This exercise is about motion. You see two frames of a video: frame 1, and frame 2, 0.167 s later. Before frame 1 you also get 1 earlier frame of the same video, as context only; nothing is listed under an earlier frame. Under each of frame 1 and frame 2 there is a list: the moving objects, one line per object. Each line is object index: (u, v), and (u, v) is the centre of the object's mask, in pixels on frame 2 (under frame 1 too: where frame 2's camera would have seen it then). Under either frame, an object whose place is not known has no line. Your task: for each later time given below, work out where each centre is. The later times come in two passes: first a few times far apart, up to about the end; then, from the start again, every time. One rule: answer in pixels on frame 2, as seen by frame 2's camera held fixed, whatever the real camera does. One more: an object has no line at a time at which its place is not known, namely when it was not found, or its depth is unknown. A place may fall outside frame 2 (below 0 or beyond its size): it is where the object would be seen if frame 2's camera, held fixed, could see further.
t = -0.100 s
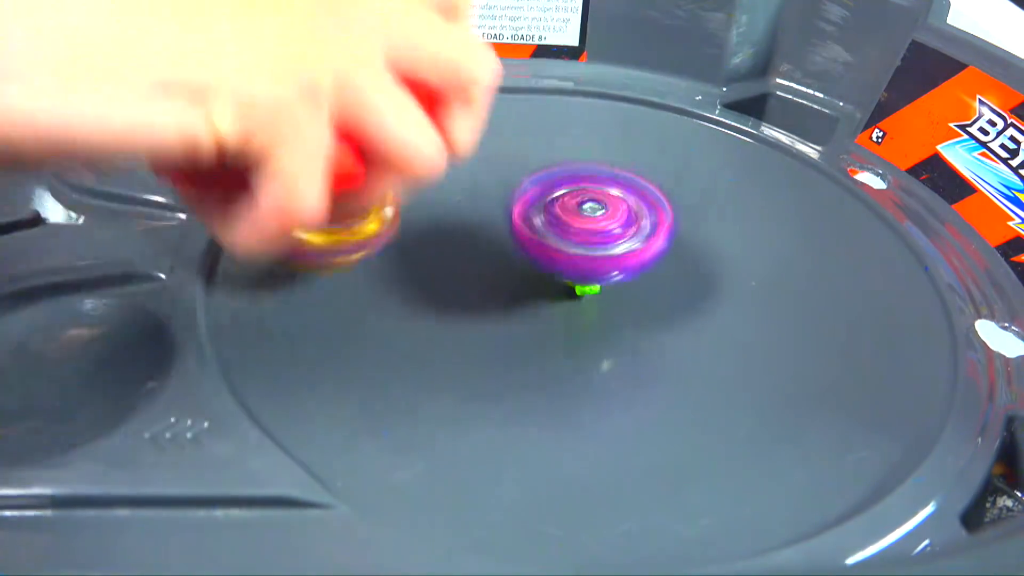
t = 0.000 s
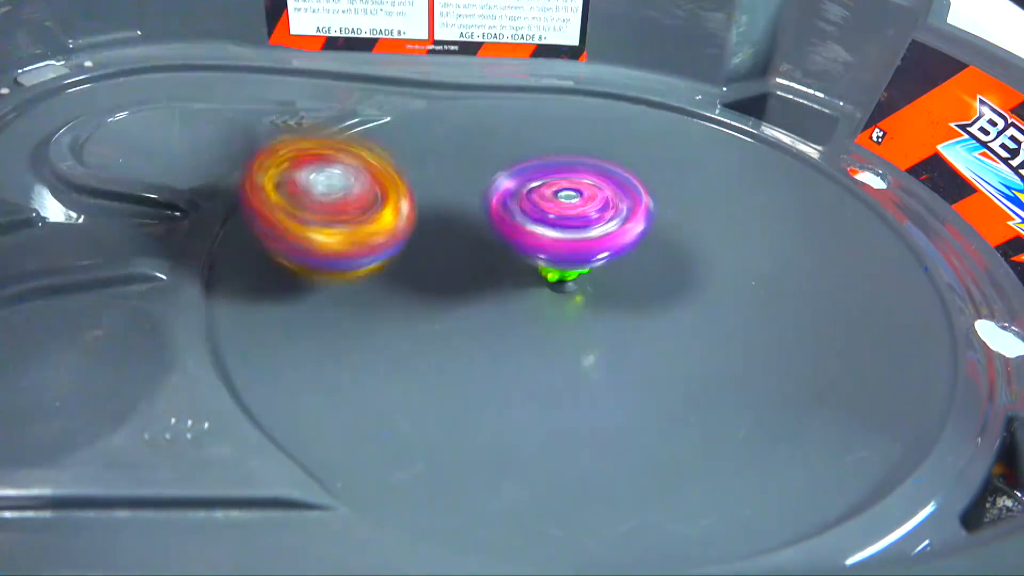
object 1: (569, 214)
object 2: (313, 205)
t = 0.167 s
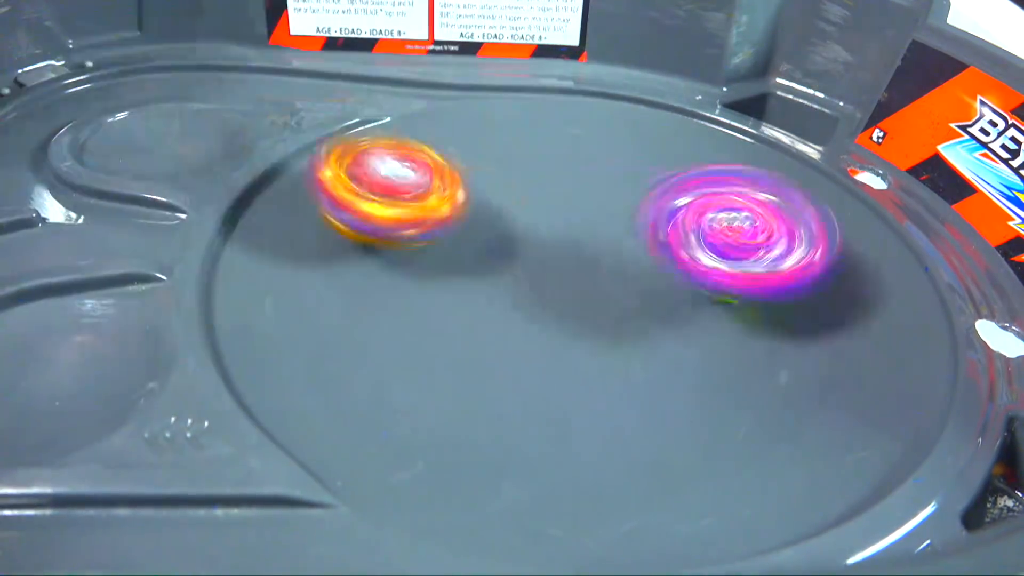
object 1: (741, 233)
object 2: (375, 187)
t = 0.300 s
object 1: (967, 165)
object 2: (489, 158)
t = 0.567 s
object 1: (918, 223)
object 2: (755, 198)
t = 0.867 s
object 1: (770, 255)
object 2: (373, 49)
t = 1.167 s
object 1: (775, 263)
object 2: (148, 43)
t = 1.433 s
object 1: (781, 266)
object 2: (90, 56)
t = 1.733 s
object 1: (800, 277)
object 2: (212, 45)
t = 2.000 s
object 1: (808, 291)
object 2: (355, 59)
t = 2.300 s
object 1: (778, 299)
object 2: (719, 175)
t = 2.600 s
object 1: (641, 254)
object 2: (876, 272)
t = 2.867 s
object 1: (643, 197)
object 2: (647, 309)
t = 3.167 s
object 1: (649, 206)
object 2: (404, 226)
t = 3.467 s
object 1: (654, 206)
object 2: (481, 187)
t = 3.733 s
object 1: (665, 225)
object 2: (488, 214)
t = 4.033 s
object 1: (688, 229)
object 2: (353, 214)
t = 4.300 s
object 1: (668, 231)
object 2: (400, 214)
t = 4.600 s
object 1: (721, 276)
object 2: (509, 137)
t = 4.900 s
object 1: (807, 299)
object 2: (470, 130)
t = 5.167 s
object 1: (761, 298)
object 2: (575, 338)
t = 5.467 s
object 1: (731, 235)
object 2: (710, 412)
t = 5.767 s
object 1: (678, 223)
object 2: (529, 295)
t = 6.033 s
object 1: (653, 213)
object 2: (393, 237)
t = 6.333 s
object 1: (637, 220)
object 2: (487, 240)
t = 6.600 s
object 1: (662, 242)
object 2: (379, 153)
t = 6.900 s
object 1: (669, 244)
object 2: (490, 217)
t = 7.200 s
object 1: (673, 243)
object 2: (528, 206)
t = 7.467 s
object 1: (660, 260)
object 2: (517, 192)
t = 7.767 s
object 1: (622, 271)
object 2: (571, 196)
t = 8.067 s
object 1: (620, 272)
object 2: (535, 191)
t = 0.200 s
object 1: (852, 224)
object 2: (322, 148)
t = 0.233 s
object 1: (936, 200)
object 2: (299, 120)
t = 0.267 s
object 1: (957, 170)
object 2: (389, 117)
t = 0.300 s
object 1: (967, 165)
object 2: (489, 158)
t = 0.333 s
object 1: (954, 192)
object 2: (582, 213)
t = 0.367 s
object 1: (945, 182)
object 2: (680, 200)
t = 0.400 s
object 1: (939, 170)
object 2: (780, 218)
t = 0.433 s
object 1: (949, 172)
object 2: (843, 240)
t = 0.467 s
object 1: (955, 151)
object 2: (847, 239)
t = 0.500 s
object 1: (938, 149)
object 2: (843, 233)
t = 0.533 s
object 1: (926, 174)
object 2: (808, 220)
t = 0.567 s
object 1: (918, 223)
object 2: (755, 198)
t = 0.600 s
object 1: (895, 255)
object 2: (706, 167)
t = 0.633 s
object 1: (852, 252)
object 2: (647, 151)
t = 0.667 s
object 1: (798, 277)
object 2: (607, 121)
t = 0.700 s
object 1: (775, 265)
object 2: (561, 95)
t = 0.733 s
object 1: (760, 261)
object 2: (516, 92)
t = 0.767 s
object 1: (766, 253)
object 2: (481, 68)
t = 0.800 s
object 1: (772, 255)
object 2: (443, 57)
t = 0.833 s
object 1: (775, 256)
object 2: (407, 50)
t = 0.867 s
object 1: (770, 255)
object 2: (373, 49)
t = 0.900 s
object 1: (768, 259)
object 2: (338, 60)
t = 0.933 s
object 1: (770, 259)
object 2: (310, 49)
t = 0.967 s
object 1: (769, 260)
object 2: (282, 48)
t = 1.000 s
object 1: (770, 260)
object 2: (259, 47)
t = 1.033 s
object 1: (771, 260)
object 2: (235, 47)
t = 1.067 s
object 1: (772, 261)
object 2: (209, 49)
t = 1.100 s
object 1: (773, 261)
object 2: (187, 49)
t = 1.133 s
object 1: (775, 262)
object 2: (166, 46)
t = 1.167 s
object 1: (775, 263)
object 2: (148, 43)
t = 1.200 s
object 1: (774, 263)
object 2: (131, 41)
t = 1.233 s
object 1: (775, 265)
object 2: (118, 45)
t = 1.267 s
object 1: (776, 264)
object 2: (111, 55)
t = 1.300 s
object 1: (777, 265)
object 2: (101, 54)
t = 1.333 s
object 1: (779, 266)
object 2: (86, 52)
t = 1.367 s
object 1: (779, 265)
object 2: (80, 51)
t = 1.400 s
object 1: (779, 266)
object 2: (81, 53)
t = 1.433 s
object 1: (781, 266)
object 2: (90, 56)
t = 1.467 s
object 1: (782, 266)
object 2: (104, 56)
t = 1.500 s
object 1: (785, 268)
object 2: (111, 49)
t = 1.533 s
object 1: (787, 268)
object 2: (121, 44)
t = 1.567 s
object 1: (789, 269)
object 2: (136, 42)
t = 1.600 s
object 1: (791, 271)
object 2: (152, 40)
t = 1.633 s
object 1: (793, 272)
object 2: (169, 41)
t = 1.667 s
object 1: (796, 273)
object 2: (185, 44)
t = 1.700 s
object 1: (799, 277)
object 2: (184, 49)
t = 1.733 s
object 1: (800, 277)
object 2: (212, 45)
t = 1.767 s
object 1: (802, 278)
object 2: (218, 45)
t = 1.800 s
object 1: (804, 279)
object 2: (231, 41)
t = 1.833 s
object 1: (806, 281)
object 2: (244, 46)
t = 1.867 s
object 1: (806, 283)
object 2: (258, 49)
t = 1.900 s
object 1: (807, 286)
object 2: (277, 56)
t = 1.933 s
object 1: (807, 287)
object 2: (299, 54)
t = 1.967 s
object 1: (808, 289)
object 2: (325, 56)
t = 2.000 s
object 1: (808, 291)
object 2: (355, 59)
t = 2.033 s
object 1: (806, 291)
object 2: (386, 62)
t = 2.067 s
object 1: (805, 293)
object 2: (420, 69)
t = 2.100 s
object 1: (803, 295)
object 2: (459, 83)
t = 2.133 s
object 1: (800, 296)
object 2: (500, 98)
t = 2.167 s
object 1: (796, 296)
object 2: (543, 115)
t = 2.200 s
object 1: (792, 297)
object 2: (589, 133)
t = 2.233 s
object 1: (787, 298)
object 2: (633, 148)
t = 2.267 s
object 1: (782, 298)
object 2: (677, 164)
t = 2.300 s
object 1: (778, 299)
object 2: (719, 175)
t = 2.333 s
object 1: (771, 300)
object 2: (760, 180)
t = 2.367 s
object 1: (763, 301)
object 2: (806, 198)
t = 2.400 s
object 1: (744, 297)
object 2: (850, 221)
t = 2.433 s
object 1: (720, 293)
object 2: (896, 233)
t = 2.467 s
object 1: (699, 285)
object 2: (918, 245)
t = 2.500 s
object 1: (681, 275)
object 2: (931, 258)
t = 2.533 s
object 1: (665, 271)
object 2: (921, 263)
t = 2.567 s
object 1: (653, 264)
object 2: (902, 277)
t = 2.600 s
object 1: (641, 254)
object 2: (876, 272)
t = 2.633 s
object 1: (635, 246)
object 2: (840, 287)
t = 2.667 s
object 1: (634, 238)
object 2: (799, 293)
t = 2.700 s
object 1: (623, 228)
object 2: (775, 298)
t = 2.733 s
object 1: (607, 217)
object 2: (772, 300)
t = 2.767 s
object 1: (607, 208)
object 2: (744, 315)
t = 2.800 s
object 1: (619, 203)
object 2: (702, 320)
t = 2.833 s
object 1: (633, 201)
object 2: (680, 331)
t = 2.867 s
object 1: (643, 197)
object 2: (647, 309)
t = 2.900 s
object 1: (647, 192)
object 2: (608, 301)
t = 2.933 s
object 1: (645, 202)
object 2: (564, 316)
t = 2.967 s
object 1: (645, 205)
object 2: (523, 302)
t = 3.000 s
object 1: (647, 204)
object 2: (501, 287)
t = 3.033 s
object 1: (647, 205)
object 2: (472, 282)
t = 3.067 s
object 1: (647, 206)
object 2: (452, 260)
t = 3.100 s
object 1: (647, 206)
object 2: (428, 264)
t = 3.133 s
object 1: (648, 206)
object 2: (415, 241)
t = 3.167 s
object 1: (649, 206)
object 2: (404, 226)
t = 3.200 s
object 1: (650, 206)
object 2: (397, 230)
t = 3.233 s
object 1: (650, 205)
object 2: (398, 213)
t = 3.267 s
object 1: (649, 206)
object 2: (392, 218)
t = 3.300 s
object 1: (649, 205)
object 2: (408, 204)
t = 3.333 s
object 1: (650, 205)
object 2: (416, 203)
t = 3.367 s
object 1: (652, 207)
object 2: (428, 194)
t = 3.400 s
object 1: (652, 206)
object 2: (444, 192)
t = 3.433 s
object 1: (653, 206)
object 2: (459, 199)
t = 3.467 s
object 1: (654, 206)
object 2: (481, 187)
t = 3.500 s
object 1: (656, 206)
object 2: (482, 200)
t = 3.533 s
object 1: (673, 202)
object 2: (497, 191)
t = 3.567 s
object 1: (684, 210)
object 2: (489, 191)
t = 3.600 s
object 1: (682, 217)
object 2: (491, 195)
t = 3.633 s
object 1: (673, 219)
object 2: (483, 201)
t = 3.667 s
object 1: (669, 221)
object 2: (486, 204)
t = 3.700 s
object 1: (666, 223)
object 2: (476, 199)
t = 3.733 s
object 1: (665, 225)
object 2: (488, 214)
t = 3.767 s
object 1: (663, 225)
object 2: (479, 216)
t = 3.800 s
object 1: (666, 227)
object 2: (495, 223)
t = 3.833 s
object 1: (695, 228)
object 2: (465, 223)
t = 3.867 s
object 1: (703, 228)
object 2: (442, 218)
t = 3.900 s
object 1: (702, 230)
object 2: (410, 220)
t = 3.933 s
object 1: (699, 230)
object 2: (400, 217)
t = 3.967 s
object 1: (696, 231)
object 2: (384, 217)
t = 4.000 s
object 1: (692, 231)
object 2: (368, 218)
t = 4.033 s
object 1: (688, 229)
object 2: (353, 214)
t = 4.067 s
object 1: (685, 229)
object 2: (348, 217)
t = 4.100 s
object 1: (680, 229)
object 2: (345, 216)
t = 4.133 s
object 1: (676, 230)
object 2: (360, 218)
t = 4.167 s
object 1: (674, 230)
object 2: (363, 223)
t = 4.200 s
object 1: (671, 230)
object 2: (356, 217)
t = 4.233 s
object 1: (670, 230)
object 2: (376, 219)
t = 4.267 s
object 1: (669, 231)
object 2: (386, 219)
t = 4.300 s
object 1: (668, 231)
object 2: (400, 214)
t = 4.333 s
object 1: (668, 233)
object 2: (413, 213)
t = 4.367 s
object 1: (666, 234)
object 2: (429, 211)
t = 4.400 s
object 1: (666, 234)
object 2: (446, 204)
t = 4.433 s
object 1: (663, 236)
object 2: (462, 200)
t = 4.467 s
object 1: (662, 237)
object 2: (478, 197)
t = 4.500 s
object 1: (662, 237)
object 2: (497, 188)
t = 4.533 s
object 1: (660, 238)
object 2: (504, 183)
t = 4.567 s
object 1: (673, 249)
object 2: (512, 169)
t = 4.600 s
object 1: (721, 276)
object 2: (509, 137)
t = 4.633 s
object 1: (758, 295)
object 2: (502, 107)
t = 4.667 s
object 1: (788, 301)
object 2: (496, 79)
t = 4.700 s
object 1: (800, 307)
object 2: (491, 61)
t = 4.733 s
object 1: (795, 307)
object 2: (484, 47)
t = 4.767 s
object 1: (784, 304)
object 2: (472, 52)
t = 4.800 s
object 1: (781, 301)
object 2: (473, 70)
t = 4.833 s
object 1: (791, 297)
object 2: (471, 88)
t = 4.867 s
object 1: (802, 298)
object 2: (469, 108)
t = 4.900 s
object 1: (807, 299)
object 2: (470, 130)
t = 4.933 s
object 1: (808, 300)
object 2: (473, 157)
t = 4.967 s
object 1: (807, 299)
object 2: (483, 178)
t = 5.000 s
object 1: (803, 302)
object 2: (477, 216)
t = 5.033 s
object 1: (799, 304)
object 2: (510, 235)
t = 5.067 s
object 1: (791, 307)
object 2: (528, 263)
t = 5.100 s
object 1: (783, 302)
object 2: (547, 279)
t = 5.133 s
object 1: (774, 302)
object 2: (552, 334)
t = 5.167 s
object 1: (761, 298)
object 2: (575, 338)
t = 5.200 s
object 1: (750, 292)
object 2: (594, 364)
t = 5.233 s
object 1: (743, 283)
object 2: (620, 378)
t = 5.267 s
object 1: (742, 279)
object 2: (640, 390)
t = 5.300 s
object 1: (730, 272)
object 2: (667, 383)
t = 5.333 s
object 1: (722, 260)
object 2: (690, 385)
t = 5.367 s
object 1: (719, 258)
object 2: (709, 393)
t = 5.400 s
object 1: (732, 254)
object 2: (724, 408)
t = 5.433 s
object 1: (729, 245)
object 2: (723, 408)
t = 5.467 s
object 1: (731, 235)
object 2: (710, 412)
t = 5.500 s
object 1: (731, 232)
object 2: (695, 424)
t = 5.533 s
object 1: (731, 228)
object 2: (684, 404)
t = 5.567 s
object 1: (730, 226)
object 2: (666, 404)
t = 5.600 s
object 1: (726, 227)
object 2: (646, 372)
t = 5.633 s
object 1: (719, 226)
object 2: (625, 365)
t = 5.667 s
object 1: (712, 230)
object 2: (618, 327)
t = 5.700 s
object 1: (703, 232)
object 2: (581, 327)
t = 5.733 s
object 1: (691, 228)
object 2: (564, 303)
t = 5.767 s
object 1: (678, 223)
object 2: (529, 295)
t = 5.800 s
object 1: (663, 228)
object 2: (500, 279)
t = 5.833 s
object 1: (647, 224)
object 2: (471, 277)
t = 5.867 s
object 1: (637, 221)
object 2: (447, 268)
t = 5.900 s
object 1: (639, 217)
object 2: (428, 261)
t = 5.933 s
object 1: (645, 218)
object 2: (414, 255)
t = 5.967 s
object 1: (647, 218)
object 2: (405, 241)
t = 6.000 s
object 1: (650, 218)
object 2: (395, 243)
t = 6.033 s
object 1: (653, 213)
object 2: (393, 237)
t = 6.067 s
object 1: (654, 216)
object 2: (393, 239)
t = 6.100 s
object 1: (652, 210)
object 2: (395, 238)
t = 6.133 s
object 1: (653, 210)
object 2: (403, 242)
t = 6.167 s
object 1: (651, 209)
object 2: (415, 228)
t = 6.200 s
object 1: (640, 222)
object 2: (429, 231)
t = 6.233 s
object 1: (639, 212)
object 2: (438, 237)
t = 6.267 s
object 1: (629, 217)
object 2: (462, 226)
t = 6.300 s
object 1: (622, 215)
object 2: (483, 234)
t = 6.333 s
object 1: (637, 220)
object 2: (487, 240)
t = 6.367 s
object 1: (679, 218)
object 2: (454, 208)
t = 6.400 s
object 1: (701, 230)
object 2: (433, 198)
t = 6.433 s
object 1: (709, 232)
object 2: (412, 184)
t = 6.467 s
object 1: (705, 233)
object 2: (397, 166)
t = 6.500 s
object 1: (694, 235)
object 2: (378, 168)
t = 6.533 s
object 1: (678, 235)
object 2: (372, 152)
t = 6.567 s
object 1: (670, 244)
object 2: (367, 161)
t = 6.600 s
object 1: (662, 242)
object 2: (379, 153)
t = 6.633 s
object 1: (654, 239)
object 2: (373, 161)
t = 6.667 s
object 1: (642, 243)
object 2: (394, 161)
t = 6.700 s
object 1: (637, 244)
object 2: (391, 174)
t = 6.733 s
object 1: (641, 245)
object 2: (422, 176)
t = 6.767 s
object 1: (647, 248)
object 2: (424, 188)
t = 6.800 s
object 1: (651, 240)
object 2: (464, 196)
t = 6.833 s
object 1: (652, 238)
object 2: (469, 210)
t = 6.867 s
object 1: (653, 234)
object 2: (507, 215)
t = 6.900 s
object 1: (669, 244)
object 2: (490, 217)
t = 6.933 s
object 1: (678, 252)
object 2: (490, 212)
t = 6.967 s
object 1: (678, 251)
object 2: (494, 209)
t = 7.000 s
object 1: (674, 247)
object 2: (505, 210)
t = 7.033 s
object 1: (671, 242)
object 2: (501, 205)
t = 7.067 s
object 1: (668, 238)
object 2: (511, 203)
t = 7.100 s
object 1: (669, 239)
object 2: (510, 202)
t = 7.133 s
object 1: (672, 241)
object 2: (519, 203)
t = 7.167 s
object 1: (676, 245)
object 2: (522, 200)
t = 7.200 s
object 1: (673, 243)
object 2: (528, 206)
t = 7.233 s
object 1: (671, 244)
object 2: (533, 197)
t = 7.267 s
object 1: (667, 249)
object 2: (535, 205)
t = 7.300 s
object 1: (665, 251)
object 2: (539, 207)
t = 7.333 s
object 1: (663, 253)
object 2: (534, 203)
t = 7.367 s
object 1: (668, 261)
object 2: (534, 196)
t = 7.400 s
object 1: (666, 261)
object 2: (532, 198)
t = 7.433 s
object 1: (664, 259)
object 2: (531, 194)
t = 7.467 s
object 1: (660, 260)
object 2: (517, 192)
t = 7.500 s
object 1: (652, 263)
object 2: (517, 190)
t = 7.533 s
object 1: (642, 265)
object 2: (531, 193)
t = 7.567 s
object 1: (633, 266)
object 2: (539, 195)
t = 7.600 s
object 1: (631, 268)
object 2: (545, 198)
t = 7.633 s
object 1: (629, 272)
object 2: (549, 200)
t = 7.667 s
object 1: (624, 271)
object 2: (553, 200)
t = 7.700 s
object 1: (622, 271)
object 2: (547, 201)
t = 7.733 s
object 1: (622, 271)
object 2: (563, 197)
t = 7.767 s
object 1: (622, 271)
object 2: (571, 196)
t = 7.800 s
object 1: (623, 272)
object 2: (574, 198)
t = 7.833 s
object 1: (622, 272)
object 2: (575, 197)
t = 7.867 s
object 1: (621, 273)
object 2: (567, 194)
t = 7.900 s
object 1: (620, 273)
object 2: (557, 194)
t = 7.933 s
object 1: (620, 272)
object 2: (547, 192)
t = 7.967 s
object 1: (620, 272)
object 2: (541, 191)
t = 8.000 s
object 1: (620, 272)
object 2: (534, 194)
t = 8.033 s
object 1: (621, 273)
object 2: (534, 192)
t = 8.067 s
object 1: (620, 272)
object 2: (535, 191)
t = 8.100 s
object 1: (621, 272)
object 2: (533, 193)
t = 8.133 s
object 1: (620, 272)
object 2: (530, 195)
